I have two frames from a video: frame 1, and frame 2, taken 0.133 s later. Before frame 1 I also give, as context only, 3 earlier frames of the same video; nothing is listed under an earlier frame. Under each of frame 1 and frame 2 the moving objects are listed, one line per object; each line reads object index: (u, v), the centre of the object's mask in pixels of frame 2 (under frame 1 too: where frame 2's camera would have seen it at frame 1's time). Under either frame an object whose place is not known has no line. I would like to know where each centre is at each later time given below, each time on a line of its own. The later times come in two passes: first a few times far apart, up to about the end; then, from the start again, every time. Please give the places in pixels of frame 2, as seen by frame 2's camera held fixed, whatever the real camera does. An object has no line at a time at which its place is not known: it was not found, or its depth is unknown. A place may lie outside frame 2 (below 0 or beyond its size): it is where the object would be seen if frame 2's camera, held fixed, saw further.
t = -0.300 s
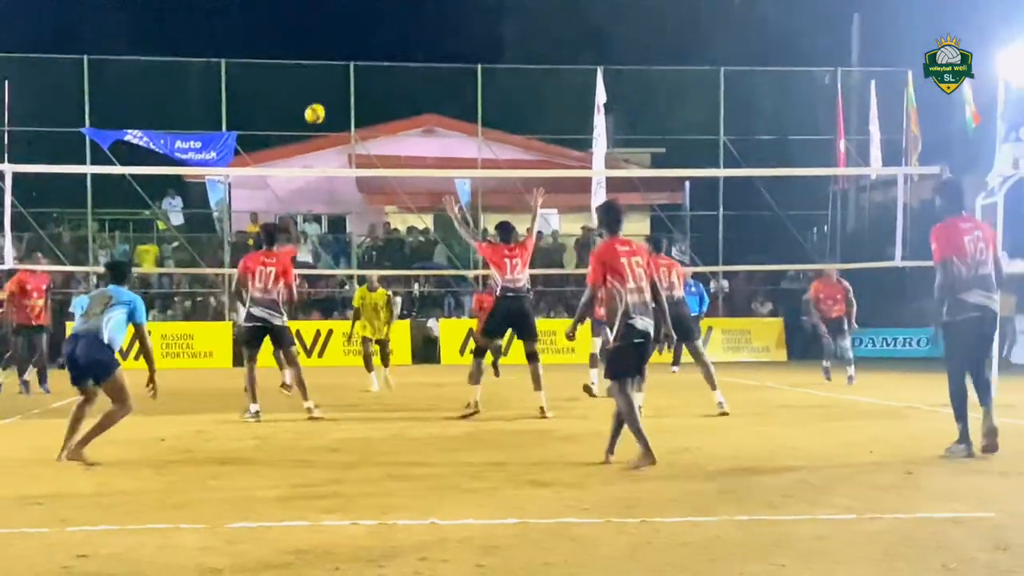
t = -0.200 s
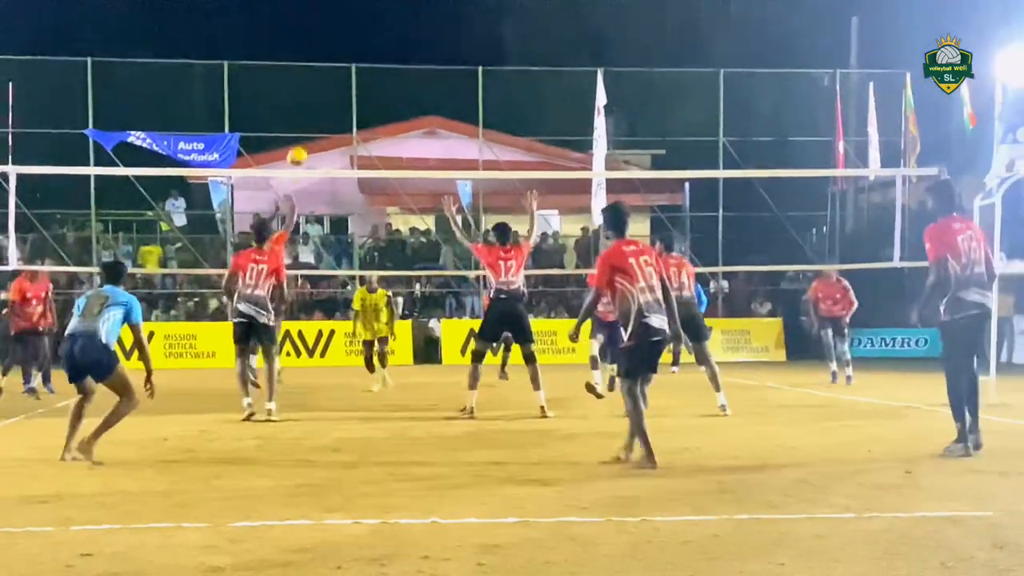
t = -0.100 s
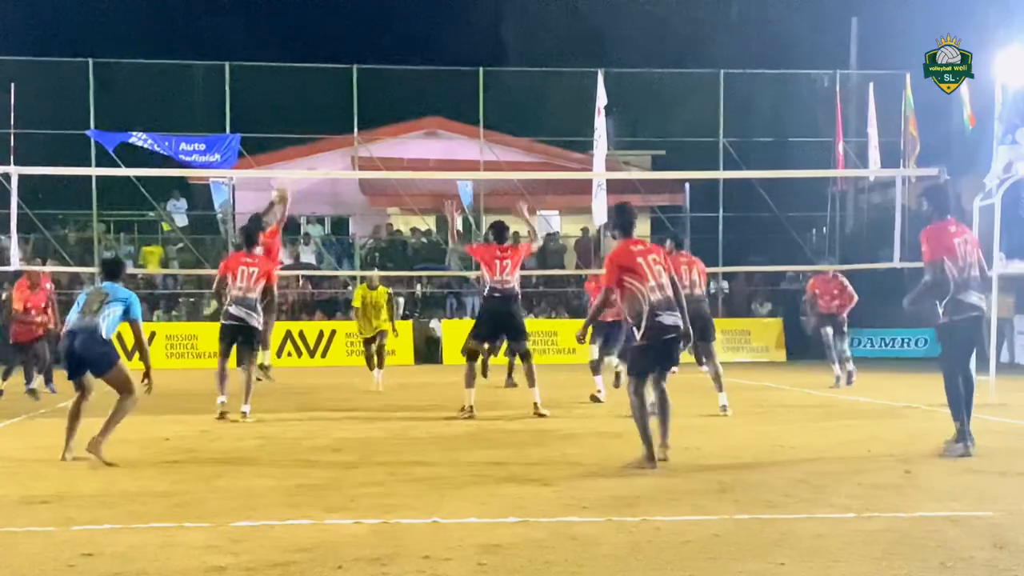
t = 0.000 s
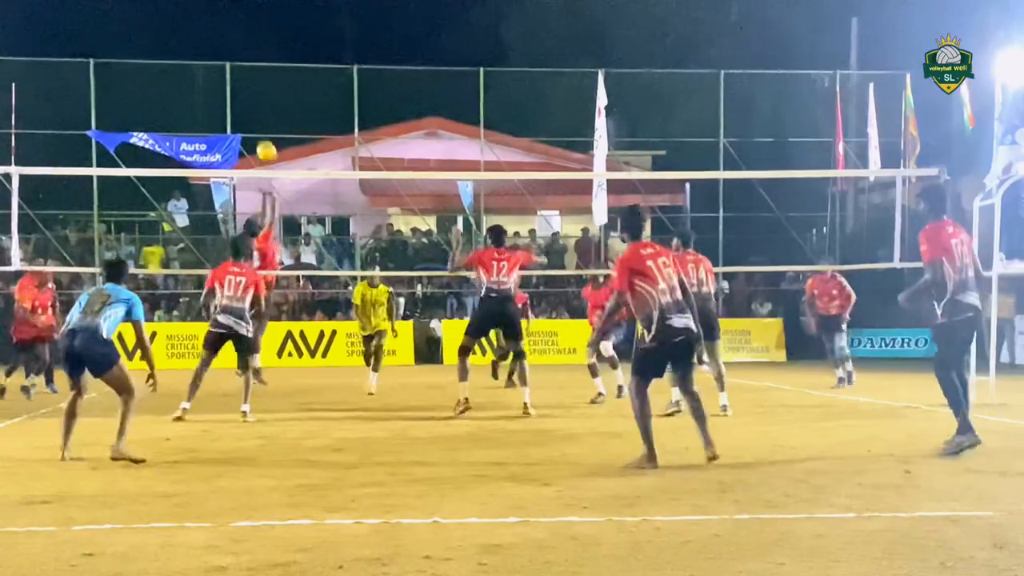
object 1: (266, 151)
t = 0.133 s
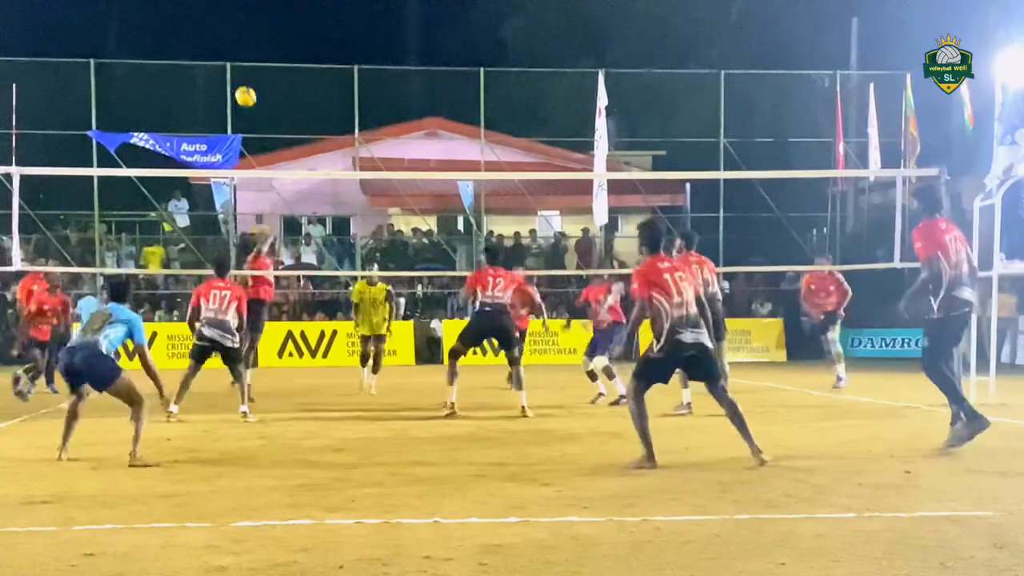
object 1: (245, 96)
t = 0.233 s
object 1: (230, 66)
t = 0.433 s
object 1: (199, 32)
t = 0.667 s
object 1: (164, 39)
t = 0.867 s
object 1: (136, 84)
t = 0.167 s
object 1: (240, 86)
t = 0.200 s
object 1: (235, 75)
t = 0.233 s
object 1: (230, 66)
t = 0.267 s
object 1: (224, 58)
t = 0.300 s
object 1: (220, 51)
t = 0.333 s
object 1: (214, 45)
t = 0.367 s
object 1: (209, 39)
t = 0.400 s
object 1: (204, 35)
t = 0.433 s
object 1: (199, 32)
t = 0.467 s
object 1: (194, 30)
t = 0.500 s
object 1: (189, 29)
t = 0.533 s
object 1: (184, 29)
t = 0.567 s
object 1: (179, 30)
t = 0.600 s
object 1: (174, 32)
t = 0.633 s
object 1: (169, 35)
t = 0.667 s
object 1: (164, 39)
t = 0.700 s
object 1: (160, 44)
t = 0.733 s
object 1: (155, 50)
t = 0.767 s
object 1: (150, 57)
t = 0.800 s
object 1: (145, 65)
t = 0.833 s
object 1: (140, 74)
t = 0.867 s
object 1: (136, 84)
